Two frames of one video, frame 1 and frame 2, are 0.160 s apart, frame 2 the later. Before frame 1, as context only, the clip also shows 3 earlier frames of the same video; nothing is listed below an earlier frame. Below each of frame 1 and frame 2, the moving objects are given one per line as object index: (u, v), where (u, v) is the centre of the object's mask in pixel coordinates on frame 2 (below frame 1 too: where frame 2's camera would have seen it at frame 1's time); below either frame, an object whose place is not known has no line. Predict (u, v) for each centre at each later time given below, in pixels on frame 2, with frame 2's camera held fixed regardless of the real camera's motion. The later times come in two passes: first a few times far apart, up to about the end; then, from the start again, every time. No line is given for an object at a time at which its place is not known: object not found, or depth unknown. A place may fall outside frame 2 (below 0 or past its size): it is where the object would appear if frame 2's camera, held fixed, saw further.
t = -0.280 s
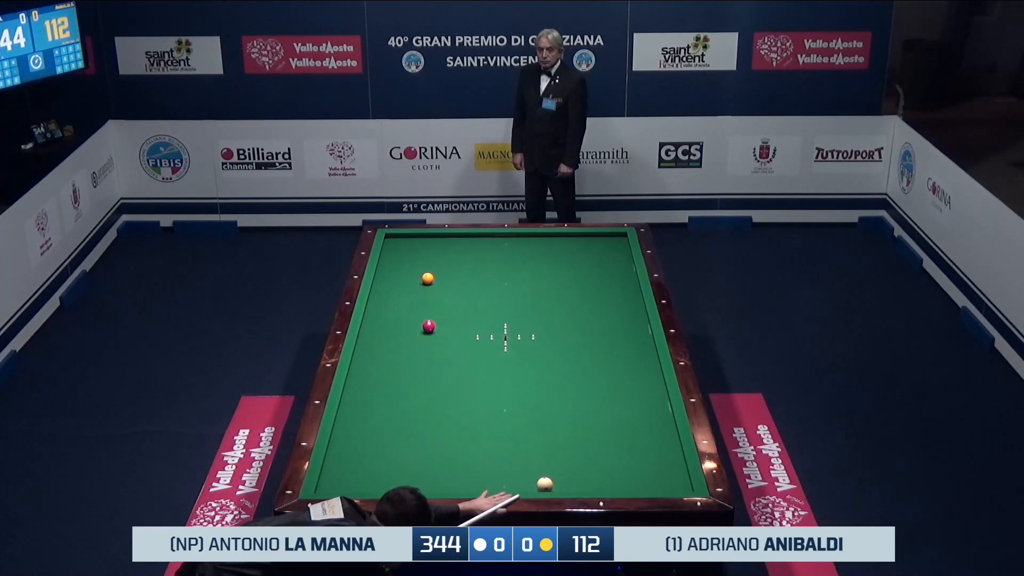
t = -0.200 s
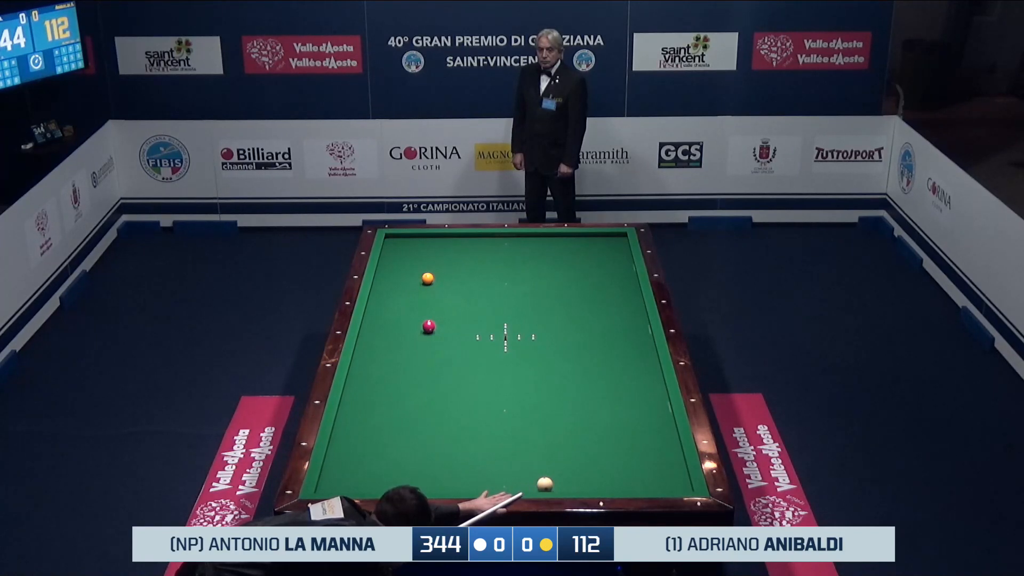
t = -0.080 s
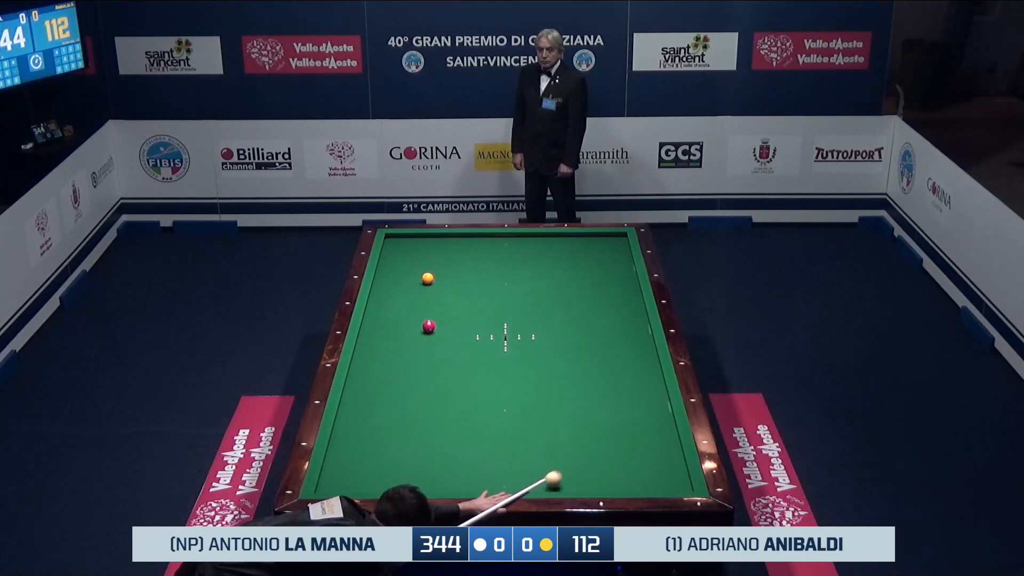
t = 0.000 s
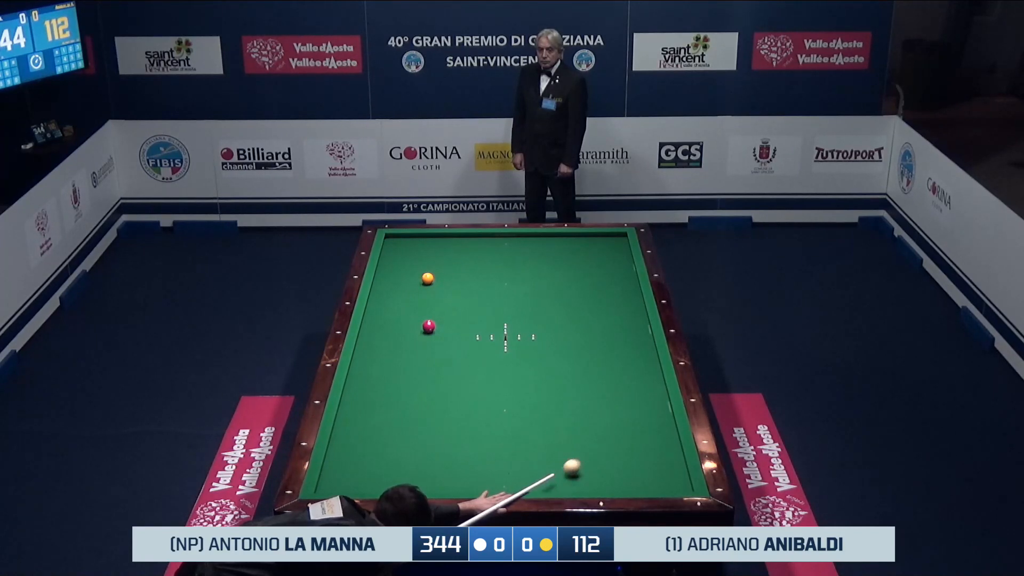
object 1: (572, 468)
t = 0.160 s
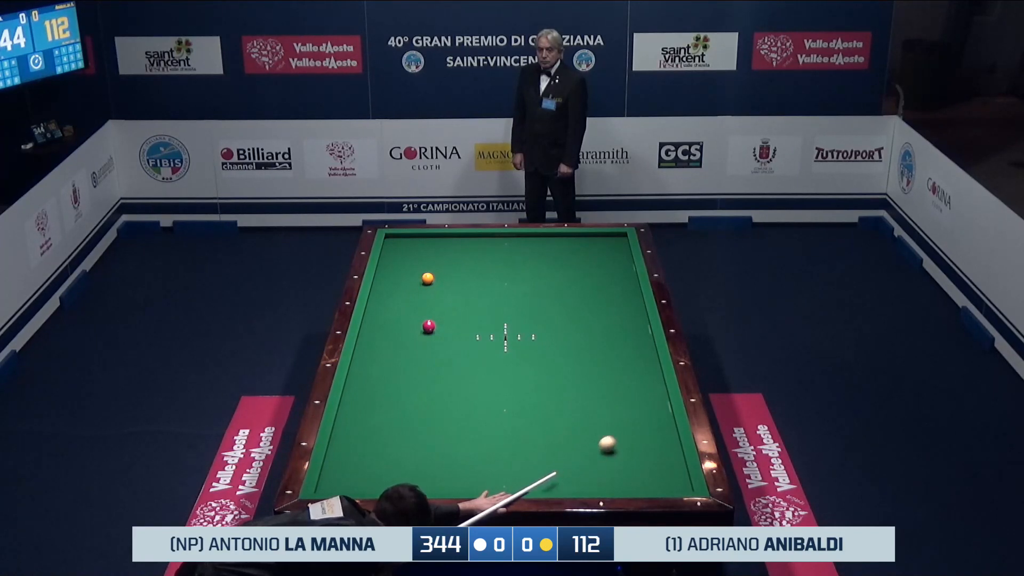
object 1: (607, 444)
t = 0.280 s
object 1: (632, 428)
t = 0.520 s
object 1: (651, 399)
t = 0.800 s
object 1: (610, 372)
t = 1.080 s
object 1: (575, 347)
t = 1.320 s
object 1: (548, 328)
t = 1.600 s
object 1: (519, 308)
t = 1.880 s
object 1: (492, 289)
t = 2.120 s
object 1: (471, 274)
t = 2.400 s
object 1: (448, 258)
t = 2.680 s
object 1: (427, 243)
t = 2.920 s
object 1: (407, 239)
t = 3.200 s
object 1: (392, 247)
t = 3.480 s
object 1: (405, 256)
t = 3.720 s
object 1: (417, 263)
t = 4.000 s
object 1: (431, 270)
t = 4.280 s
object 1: (444, 280)
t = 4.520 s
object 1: (456, 287)
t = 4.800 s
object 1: (469, 296)
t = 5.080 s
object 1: (484, 305)
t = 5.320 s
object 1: (496, 312)
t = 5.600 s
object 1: (510, 321)
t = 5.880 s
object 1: (525, 330)
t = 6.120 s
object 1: (537, 337)
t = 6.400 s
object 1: (551, 346)
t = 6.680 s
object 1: (566, 355)
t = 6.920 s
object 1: (578, 363)
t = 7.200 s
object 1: (592, 371)
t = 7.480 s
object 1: (606, 380)
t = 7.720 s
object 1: (618, 388)
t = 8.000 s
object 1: (632, 396)
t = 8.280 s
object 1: (646, 405)
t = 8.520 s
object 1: (658, 412)
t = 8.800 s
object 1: (666, 419)
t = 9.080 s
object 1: (661, 425)
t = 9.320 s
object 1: (657, 431)
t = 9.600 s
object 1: (653, 437)
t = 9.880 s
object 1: (649, 442)
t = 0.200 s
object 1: (616, 439)
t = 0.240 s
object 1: (624, 433)
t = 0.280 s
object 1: (632, 428)
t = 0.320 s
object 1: (640, 423)
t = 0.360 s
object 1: (648, 418)
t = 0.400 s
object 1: (656, 413)
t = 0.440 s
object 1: (664, 408)
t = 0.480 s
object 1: (660, 403)
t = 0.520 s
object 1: (651, 399)
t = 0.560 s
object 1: (644, 395)
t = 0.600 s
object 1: (638, 391)
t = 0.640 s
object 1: (632, 387)
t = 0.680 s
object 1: (627, 383)
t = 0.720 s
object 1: (621, 380)
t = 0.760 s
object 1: (616, 376)
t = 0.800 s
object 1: (610, 372)
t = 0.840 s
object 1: (605, 368)
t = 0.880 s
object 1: (600, 365)
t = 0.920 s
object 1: (595, 361)
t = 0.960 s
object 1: (590, 358)
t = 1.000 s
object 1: (585, 354)
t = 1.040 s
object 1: (580, 351)
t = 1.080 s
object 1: (575, 347)
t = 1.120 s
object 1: (571, 344)
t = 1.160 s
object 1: (566, 341)
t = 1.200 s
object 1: (562, 338)
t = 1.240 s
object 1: (557, 334)
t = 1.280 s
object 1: (553, 331)
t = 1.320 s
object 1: (548, 328)
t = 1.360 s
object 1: (544, 325)
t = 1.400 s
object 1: (539, 322)
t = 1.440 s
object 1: (535, 319)
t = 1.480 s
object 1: (531, 316)
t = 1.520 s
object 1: (527, 313)
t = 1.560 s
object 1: (523, 311)
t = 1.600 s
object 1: (519, 308)
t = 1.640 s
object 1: (515, 305)
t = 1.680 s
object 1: (511, 302)
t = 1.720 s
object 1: (507, 299)
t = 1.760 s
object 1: (503, 297)
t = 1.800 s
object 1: (499, 294)
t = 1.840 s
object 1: (496, 291)
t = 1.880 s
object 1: (492, 289)
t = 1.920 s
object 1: (488, 286)
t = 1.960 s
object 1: (484, 284)
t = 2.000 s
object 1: (481, 281)
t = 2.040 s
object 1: (477, 279)
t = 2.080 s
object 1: (474, 276)
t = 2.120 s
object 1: (471, 274)
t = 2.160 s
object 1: (467, 272)
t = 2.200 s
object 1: (464, 269)
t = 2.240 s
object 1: (461, 267)
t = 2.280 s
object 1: (457, 265)
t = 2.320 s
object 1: (454, 262)
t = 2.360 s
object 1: (451, 260)
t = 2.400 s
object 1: (448, 258)
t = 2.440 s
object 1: (445, 256)
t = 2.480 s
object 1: (441, 253)
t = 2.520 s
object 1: (438, 251)
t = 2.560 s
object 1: (435, 249)
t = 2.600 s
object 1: (433, 247)
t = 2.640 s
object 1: (429, 245)
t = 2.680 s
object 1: (427, 243)
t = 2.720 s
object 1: (424, 241)
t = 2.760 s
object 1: (421, 239)
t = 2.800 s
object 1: (418, 237)
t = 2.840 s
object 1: (415, 236)
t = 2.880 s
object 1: (411, 237)
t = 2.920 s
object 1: (407, 239)
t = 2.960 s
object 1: (403, 240)
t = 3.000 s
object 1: (398, 241)
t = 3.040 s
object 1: (394, 243)
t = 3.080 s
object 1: (391, 244)
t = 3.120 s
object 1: (387, 245)
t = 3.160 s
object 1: (390, 246)
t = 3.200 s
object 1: (392, 247)
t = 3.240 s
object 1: (394, 248)
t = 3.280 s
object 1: (396, 250)
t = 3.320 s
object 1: (398, 251)
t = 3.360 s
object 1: (399, 252)
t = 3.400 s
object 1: (401, 253)
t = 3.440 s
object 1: (403, 254)
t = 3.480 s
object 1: (405, 256)
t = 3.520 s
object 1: (407, 257)
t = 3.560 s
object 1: (409, 258)
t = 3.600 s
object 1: (411, 259)
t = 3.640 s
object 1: (413, 260)
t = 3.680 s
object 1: (415, 261)
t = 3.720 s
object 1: (417, 263)
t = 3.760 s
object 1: (419, 264)
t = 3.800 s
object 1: (421, 265)
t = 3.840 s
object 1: (422, 266)
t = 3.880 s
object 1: (424, 267)
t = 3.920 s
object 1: (426, 268)
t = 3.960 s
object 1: (428, 269)
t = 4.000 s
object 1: (431, 270)
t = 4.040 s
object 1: (433, 271)
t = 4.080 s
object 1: (435, 273)
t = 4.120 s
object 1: (437, 274)
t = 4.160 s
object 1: (438, 276)
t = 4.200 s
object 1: (440, 277)
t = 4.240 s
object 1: (442, 278)
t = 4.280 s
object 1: (444, 280)
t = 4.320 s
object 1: (446, 281)
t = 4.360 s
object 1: (448, 282)
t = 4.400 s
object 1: (450, 284)
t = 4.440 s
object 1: (452, 285)
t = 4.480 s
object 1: (454, 286)
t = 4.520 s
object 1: (456, 287)
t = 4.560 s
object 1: (458, 288)
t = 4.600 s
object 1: (460, 290)
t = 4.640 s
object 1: (462, 291)
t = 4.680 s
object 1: (464, 292)
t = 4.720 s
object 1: (465, 293)
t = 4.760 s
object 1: (468, 295)
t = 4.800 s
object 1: (469, 296)
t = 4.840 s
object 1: (472, 297)
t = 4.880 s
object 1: (474, 298)
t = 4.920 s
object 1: (476, 300)
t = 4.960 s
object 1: (478, 301)
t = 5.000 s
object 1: (480, 302)
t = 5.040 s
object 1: (482, 303)
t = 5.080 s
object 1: (484, 305)
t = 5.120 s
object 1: (486, 306)
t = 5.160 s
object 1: (488, 307)
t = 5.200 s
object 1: (490, 308)
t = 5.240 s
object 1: (492, 310)
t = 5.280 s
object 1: (494, 311)
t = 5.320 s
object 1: (496, 312)
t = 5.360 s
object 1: (498, 313)
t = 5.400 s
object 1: (500, 315)
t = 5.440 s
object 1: (502, 316)
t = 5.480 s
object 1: (504, 317)
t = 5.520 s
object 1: (506, 318)
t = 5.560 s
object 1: (508, 320)
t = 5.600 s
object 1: (510, 321)
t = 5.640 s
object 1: (512, 322)
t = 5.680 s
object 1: (514, 324)
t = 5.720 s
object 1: (516, 325)
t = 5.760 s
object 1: (518, 326)
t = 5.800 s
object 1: (521, 327)
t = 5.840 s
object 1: (523, 329)
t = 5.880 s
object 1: (525, 330)
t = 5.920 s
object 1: (527, 331)
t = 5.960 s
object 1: (529, 332)
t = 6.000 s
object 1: (531, 334)
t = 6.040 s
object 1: (533, 335)
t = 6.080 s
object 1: (535, 336)
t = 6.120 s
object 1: (537, 337)
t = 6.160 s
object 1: (539, 339)
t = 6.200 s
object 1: (541, 340)
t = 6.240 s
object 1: (543, 341)
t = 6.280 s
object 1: (545, 342)
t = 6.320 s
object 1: (547, 344)
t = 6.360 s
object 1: (549, 345)
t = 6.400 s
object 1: (551, 346)
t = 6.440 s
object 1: (554, 348)
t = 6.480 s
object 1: (555, 349)
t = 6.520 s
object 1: (557, 350)
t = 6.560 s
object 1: (560, 351)
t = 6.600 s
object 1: (562, 353)
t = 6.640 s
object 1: (564, 354)
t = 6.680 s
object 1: (566, 355)
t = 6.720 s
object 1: (568, 356)
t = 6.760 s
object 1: (570, 358)
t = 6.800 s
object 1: (572, 359)
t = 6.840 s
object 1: (574, 360)
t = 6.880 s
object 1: (576, 362)
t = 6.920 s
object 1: (578, 363)
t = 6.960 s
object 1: (580, 364)
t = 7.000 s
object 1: (582, 365)
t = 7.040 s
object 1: (584, 366)
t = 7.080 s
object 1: (586, 367)
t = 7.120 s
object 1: (588, 369)
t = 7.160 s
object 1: (590, 370)
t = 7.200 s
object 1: (592, 371)
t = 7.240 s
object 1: (594, 373)
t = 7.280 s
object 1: (596, 374)
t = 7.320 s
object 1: (598, 375)
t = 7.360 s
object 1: (600, 377)
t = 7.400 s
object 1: (602, 378)
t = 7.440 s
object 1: (604, 379)
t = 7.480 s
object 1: (606, 380)
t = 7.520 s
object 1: (608, 381)
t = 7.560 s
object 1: (610, 383)
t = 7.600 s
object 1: (612, 384)
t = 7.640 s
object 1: (614, 385)
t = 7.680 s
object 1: (616, 386)
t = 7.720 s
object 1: (618, 388)
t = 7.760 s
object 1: (620, 389)
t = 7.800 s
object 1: (622, 390)
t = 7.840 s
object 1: (624, 391)
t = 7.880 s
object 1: (626, 392)
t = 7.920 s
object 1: (628, 394)
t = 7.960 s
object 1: (630, 395)
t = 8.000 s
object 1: (632, 396)
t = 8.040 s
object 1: (634, 397)
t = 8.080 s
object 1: (636, 399)
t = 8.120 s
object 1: (638, 400)
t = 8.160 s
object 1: (640, 401)
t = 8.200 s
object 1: (642, 402)
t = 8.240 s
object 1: (644, 403)
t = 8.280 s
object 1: (646, 405)
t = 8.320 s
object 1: (648, 406)
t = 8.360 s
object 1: (650, 407)
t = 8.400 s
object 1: (652, 408)
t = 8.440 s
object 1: (654, 410)
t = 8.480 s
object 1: (656, 411)
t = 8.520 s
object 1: (658, 412)
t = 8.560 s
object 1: (660, 413)
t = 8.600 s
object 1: (662, 414)
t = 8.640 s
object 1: (664, 415)
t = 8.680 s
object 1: (666, 417)
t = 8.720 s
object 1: (667, 418)
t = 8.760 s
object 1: (666, 418)
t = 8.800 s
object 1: (666, 419)
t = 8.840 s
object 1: (665, 420)
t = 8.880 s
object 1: (664, 421)
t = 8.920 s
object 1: (664, 422)
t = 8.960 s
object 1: (663, 423)
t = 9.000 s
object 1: (662, 424)
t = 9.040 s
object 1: (662, 425)
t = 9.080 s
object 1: (661, 425)
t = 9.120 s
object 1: (660, 426)
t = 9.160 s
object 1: (660, 427)
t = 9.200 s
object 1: (659, 428)
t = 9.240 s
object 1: (658, 429)
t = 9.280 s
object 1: (658, 430)
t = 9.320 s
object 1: (657, 431)
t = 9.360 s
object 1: (657, 432)
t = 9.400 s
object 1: (656, 433)
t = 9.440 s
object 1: (655, 433)
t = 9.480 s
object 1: (655, 434)
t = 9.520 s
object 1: (654, 435)
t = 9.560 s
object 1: (654, 436)
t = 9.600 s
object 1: (653, 437)
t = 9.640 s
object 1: (652, 438)
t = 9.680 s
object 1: (652, 438)
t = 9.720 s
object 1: (651, 439)
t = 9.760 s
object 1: (650, 440)
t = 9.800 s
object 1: (650, 441)
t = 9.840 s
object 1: (649, 441)
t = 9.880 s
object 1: (649, 442)
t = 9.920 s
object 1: (648, 443)
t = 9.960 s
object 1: (647, 444)
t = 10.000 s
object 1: (647, 445)
